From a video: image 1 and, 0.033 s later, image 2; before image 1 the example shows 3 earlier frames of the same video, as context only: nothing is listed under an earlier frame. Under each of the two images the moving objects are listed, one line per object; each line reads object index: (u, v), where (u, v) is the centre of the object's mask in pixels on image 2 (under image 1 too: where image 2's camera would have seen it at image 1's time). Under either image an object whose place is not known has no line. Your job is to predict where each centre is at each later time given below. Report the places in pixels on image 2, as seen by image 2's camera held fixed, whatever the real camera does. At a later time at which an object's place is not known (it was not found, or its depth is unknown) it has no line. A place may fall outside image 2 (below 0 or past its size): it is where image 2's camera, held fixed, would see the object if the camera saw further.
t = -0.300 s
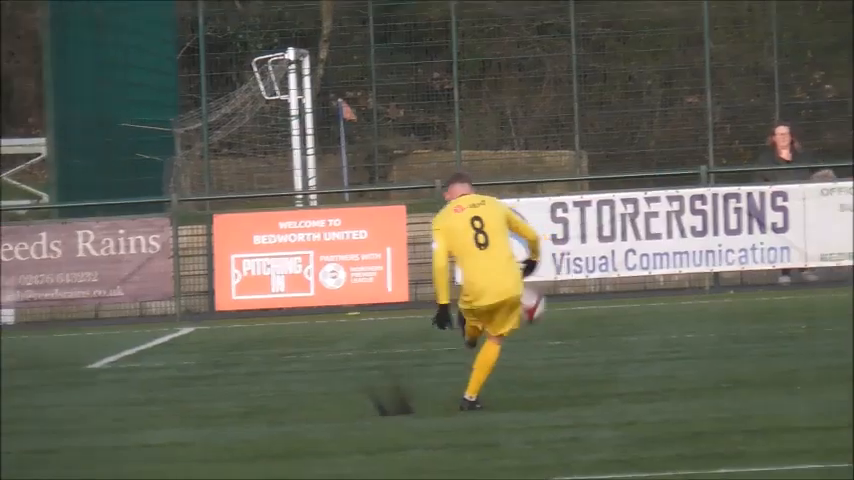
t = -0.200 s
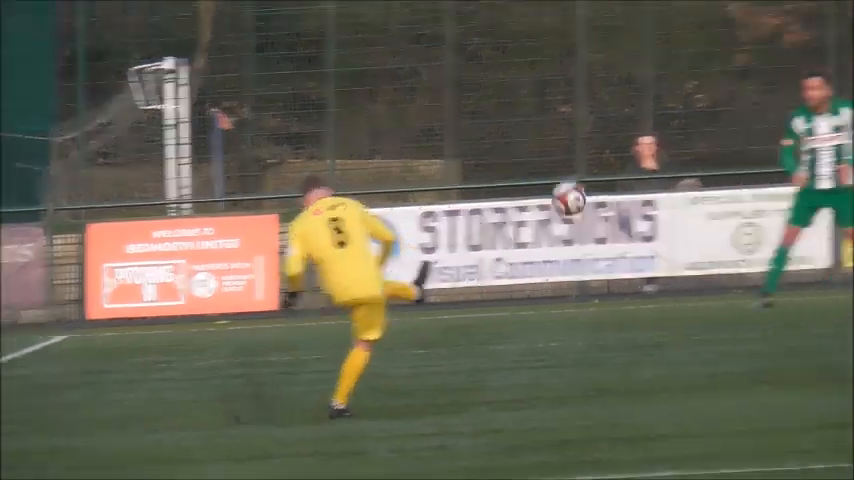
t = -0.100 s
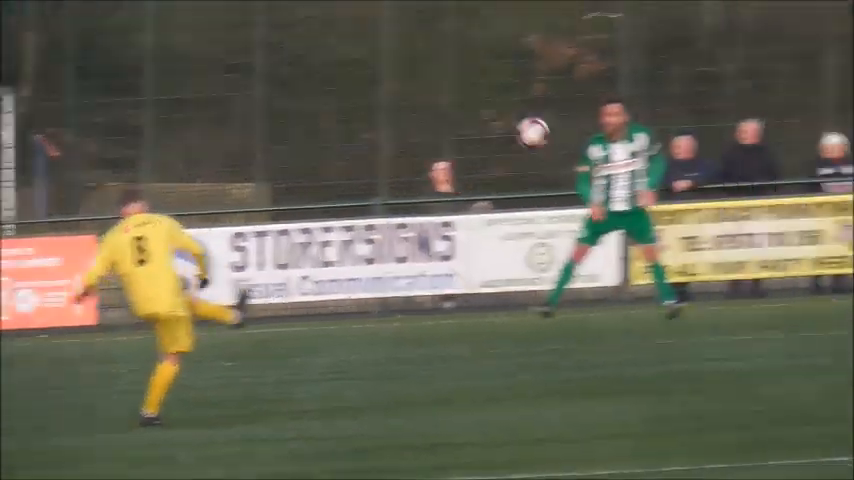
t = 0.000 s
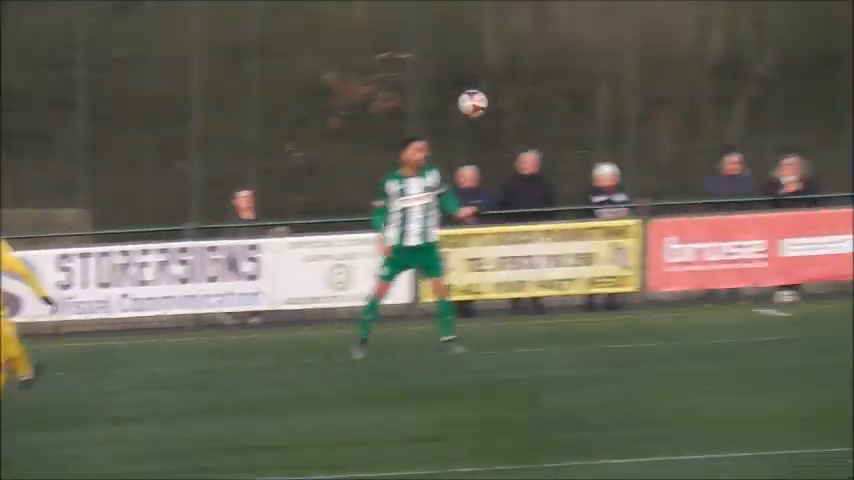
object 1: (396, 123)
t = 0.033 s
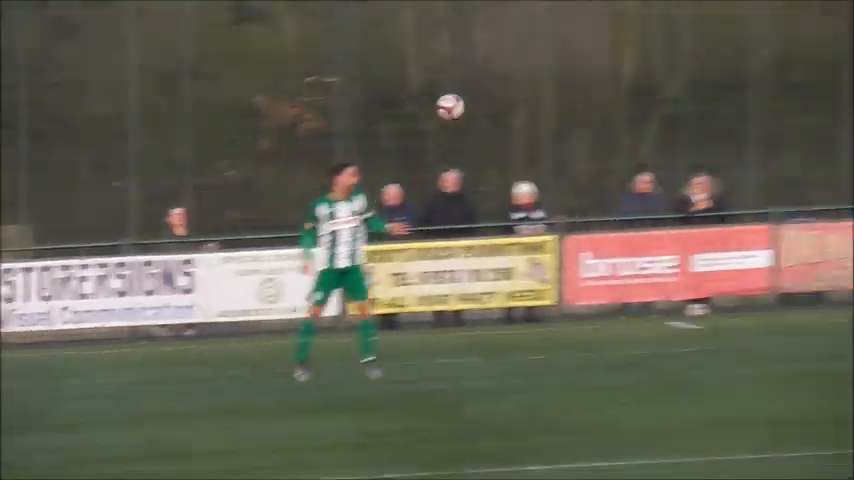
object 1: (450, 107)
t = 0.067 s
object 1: (476, 98)
